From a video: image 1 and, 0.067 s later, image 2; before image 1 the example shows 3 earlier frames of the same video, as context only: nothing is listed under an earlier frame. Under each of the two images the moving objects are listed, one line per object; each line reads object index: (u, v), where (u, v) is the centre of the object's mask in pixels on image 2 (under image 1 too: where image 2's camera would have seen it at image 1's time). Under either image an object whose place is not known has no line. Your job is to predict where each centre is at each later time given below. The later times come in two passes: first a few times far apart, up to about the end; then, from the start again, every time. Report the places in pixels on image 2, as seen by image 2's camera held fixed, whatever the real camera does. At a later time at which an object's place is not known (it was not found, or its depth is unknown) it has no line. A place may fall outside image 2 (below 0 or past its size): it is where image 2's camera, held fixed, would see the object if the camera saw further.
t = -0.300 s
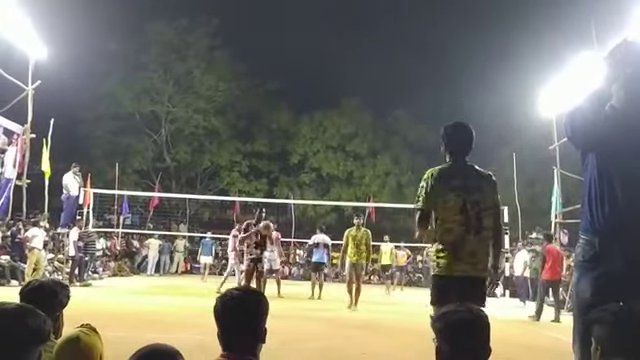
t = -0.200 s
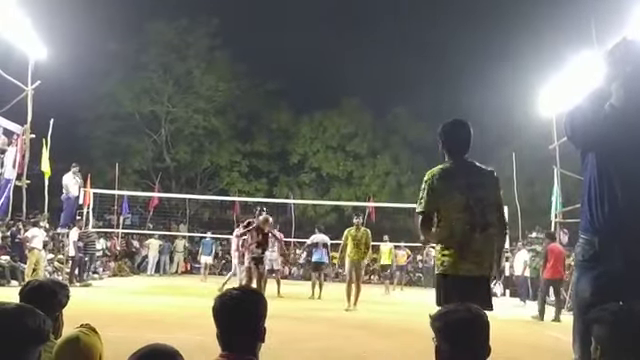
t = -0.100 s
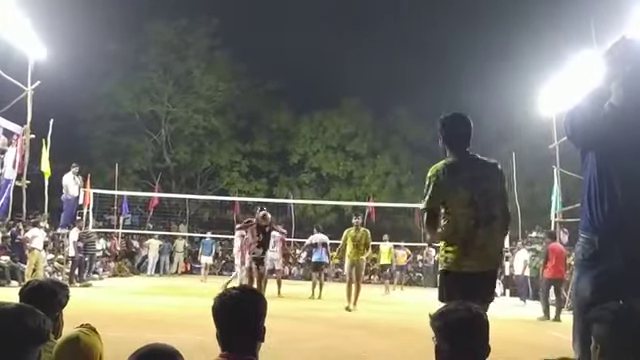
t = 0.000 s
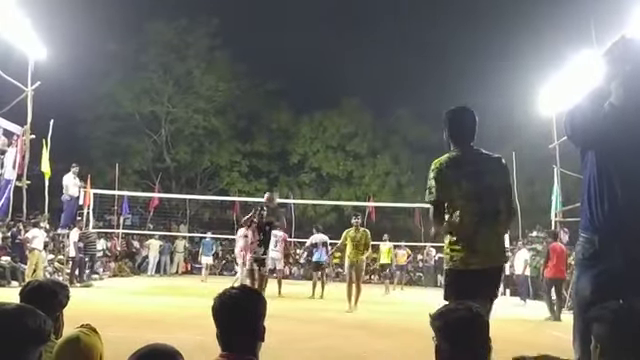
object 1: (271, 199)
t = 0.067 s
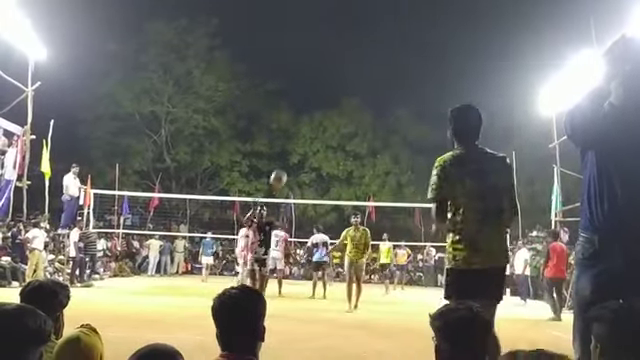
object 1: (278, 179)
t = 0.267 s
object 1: (303, 125)
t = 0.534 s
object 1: (346, 84)
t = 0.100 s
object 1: (282, 169)
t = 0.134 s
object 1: (286, 159)
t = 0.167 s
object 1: (290, 151)
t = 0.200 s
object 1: (294, 142)
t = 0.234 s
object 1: (298, 133)
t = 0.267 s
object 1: (303, 125)
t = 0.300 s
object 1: (307, 118)
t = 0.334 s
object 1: (312, 111)
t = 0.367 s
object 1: (317, 105)
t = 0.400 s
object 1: (322, 100)
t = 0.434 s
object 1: (328, 94)
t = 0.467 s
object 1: (334, 90)
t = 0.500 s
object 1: (339, 86)
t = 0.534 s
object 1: (346, 84)
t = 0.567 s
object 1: (353, 82)
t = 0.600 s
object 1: (361, 81)
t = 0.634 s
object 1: (370, 82)
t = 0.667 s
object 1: (379, 84)
